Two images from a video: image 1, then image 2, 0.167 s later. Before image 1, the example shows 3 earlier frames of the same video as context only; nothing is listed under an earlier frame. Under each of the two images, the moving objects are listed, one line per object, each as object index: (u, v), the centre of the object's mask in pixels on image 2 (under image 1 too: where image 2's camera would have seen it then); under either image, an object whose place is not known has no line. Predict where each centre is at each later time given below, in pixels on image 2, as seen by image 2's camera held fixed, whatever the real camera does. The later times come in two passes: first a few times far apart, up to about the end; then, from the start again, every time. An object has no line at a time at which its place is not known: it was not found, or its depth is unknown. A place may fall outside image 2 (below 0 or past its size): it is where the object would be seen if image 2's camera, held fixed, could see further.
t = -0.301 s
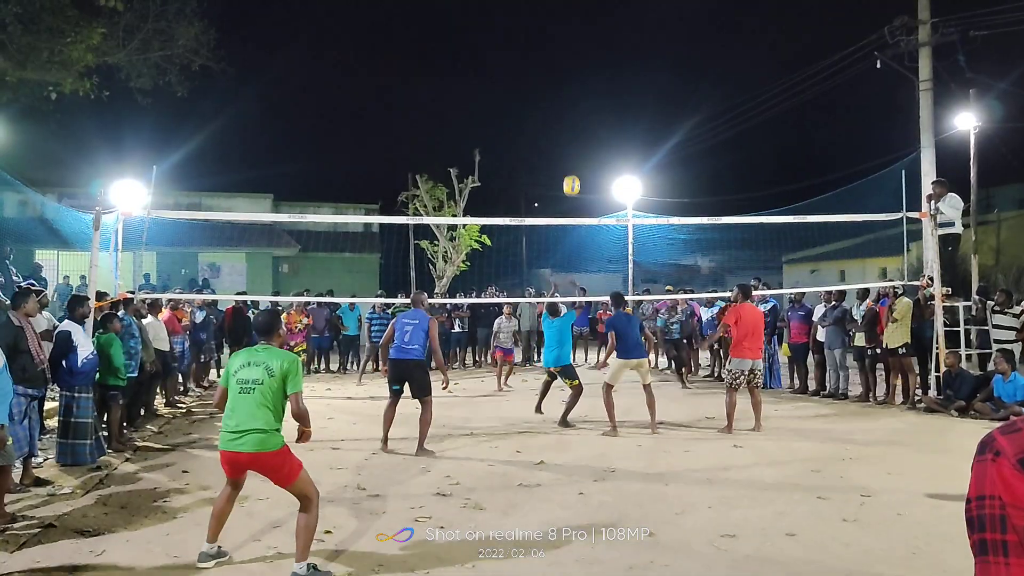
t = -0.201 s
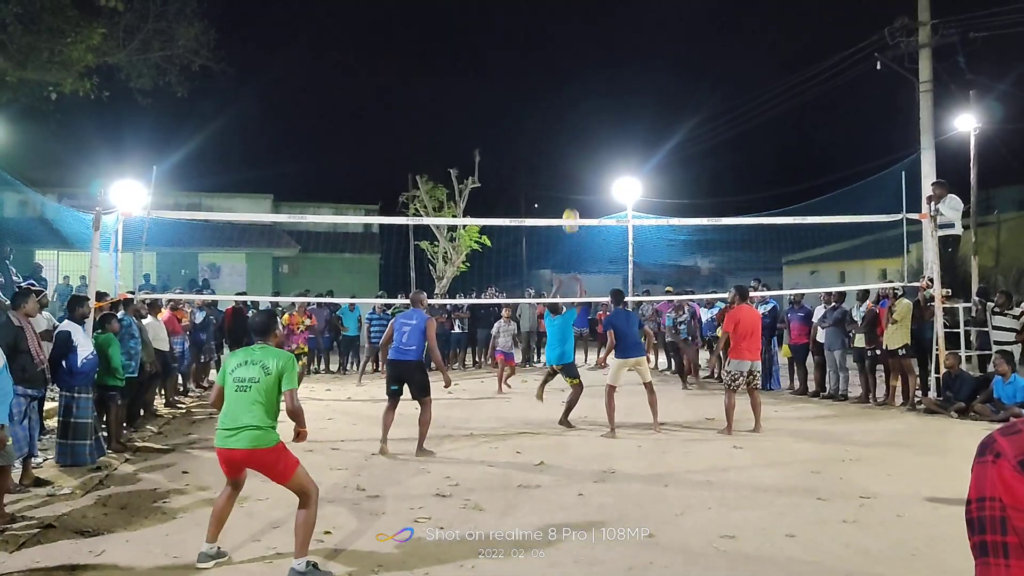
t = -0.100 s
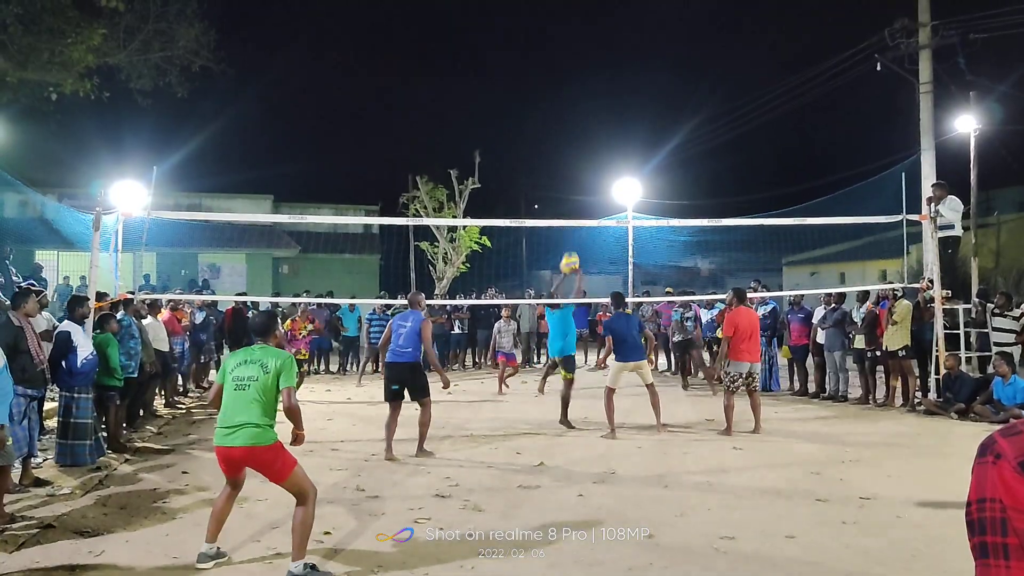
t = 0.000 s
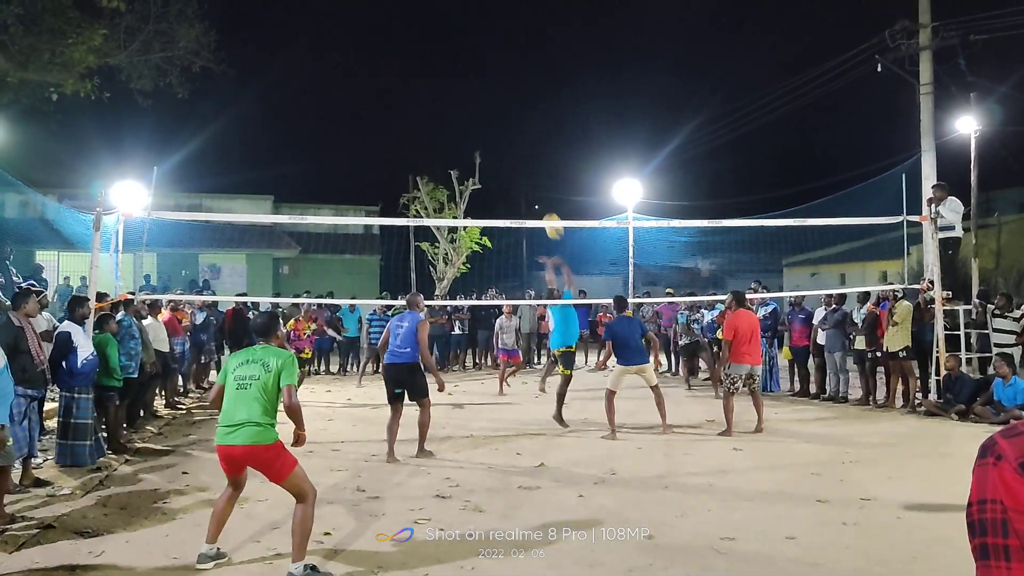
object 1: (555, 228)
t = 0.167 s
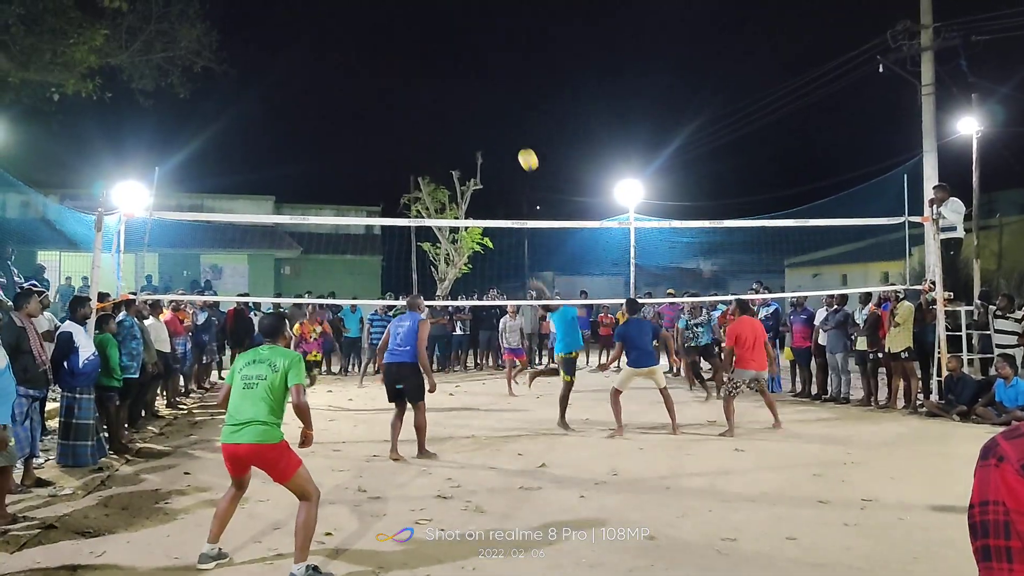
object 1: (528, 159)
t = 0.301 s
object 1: (508, 121)
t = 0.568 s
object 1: (471, 83)
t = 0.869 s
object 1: (432, 108)
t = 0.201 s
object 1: (523, 149)
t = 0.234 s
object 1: (518, 138)
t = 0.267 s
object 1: (513, 129)
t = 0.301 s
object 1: (508, 121)
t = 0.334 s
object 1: (504, 113)
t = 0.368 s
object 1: (499, 106)
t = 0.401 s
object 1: (494, 100)
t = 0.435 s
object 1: (490, 95)
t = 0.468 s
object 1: (485, 91)
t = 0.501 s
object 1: (480, 87)
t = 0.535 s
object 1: (476, 85)
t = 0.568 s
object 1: (471, 83)
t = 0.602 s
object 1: (466, 83)
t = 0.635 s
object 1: (462, 83)
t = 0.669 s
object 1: (458, 84)
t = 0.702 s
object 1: (453, 86)
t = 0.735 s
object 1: (449, 89)
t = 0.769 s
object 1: (445, 92)
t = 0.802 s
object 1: (441, 97)
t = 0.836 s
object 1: (436, 102)
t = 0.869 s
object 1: (432, 108)
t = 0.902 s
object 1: (428, 115)
